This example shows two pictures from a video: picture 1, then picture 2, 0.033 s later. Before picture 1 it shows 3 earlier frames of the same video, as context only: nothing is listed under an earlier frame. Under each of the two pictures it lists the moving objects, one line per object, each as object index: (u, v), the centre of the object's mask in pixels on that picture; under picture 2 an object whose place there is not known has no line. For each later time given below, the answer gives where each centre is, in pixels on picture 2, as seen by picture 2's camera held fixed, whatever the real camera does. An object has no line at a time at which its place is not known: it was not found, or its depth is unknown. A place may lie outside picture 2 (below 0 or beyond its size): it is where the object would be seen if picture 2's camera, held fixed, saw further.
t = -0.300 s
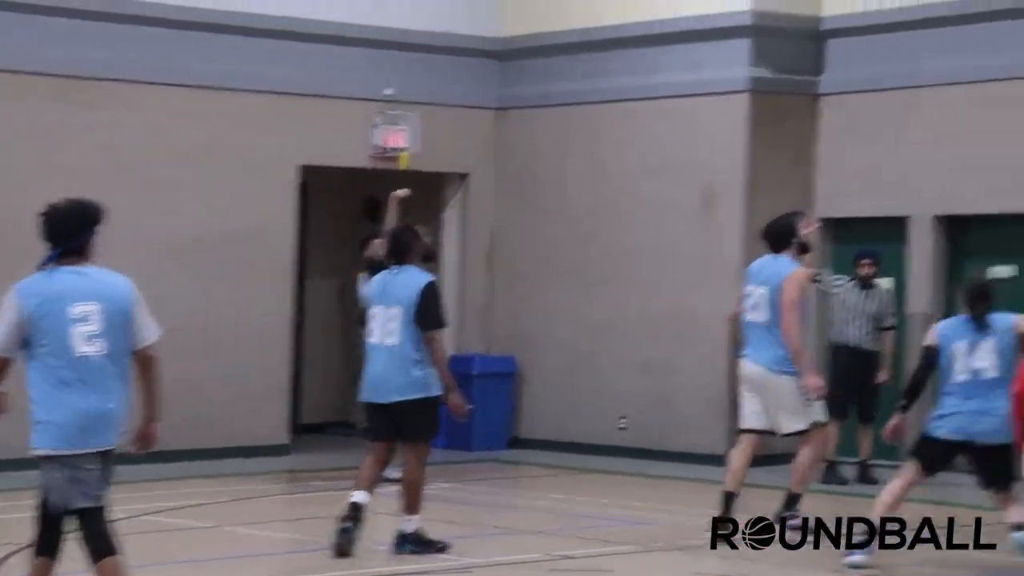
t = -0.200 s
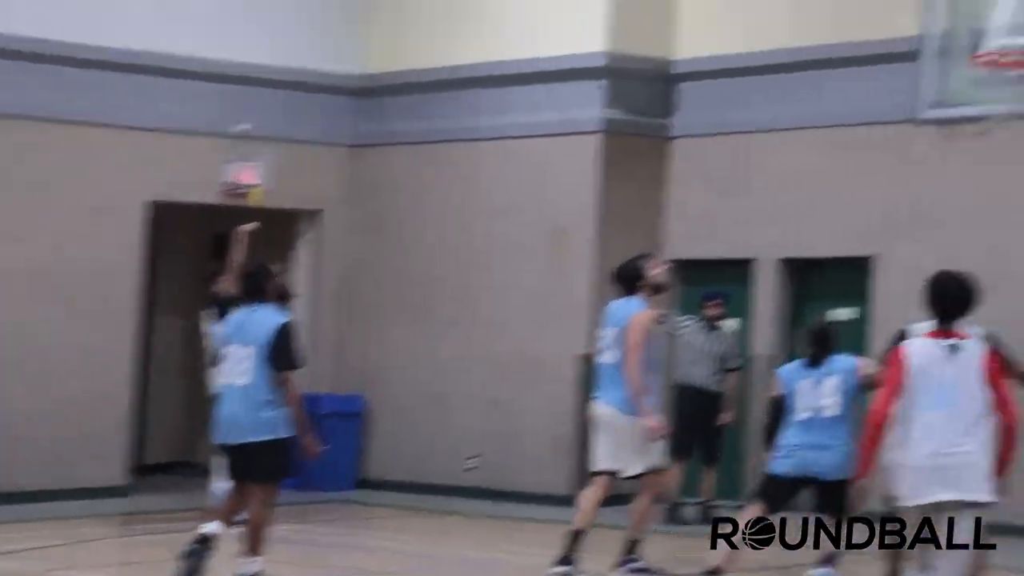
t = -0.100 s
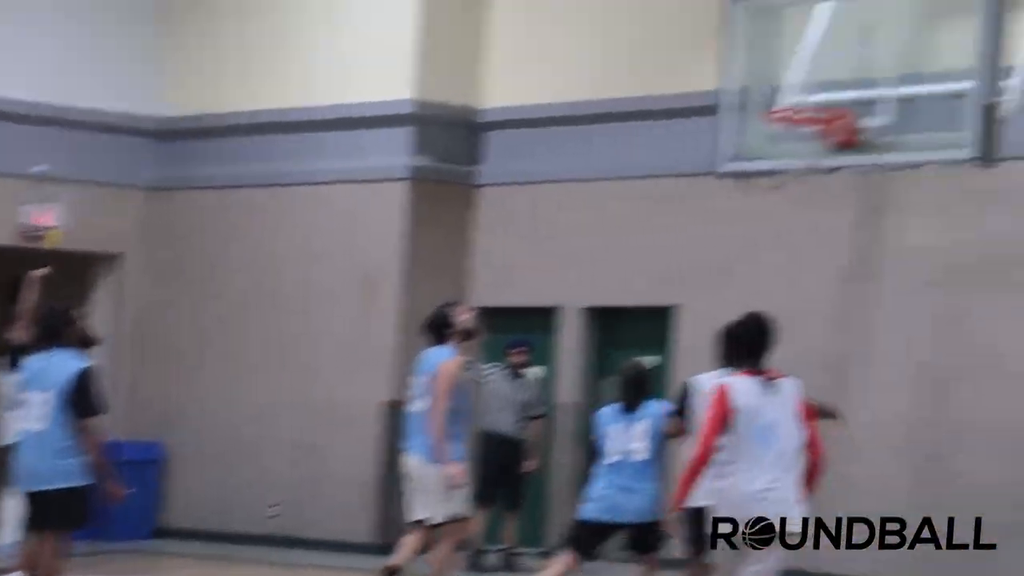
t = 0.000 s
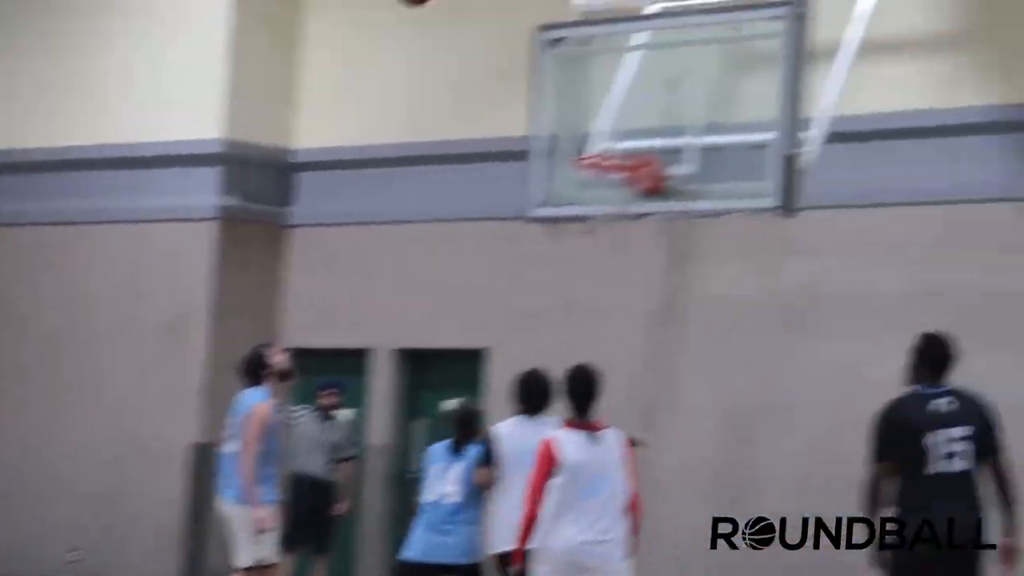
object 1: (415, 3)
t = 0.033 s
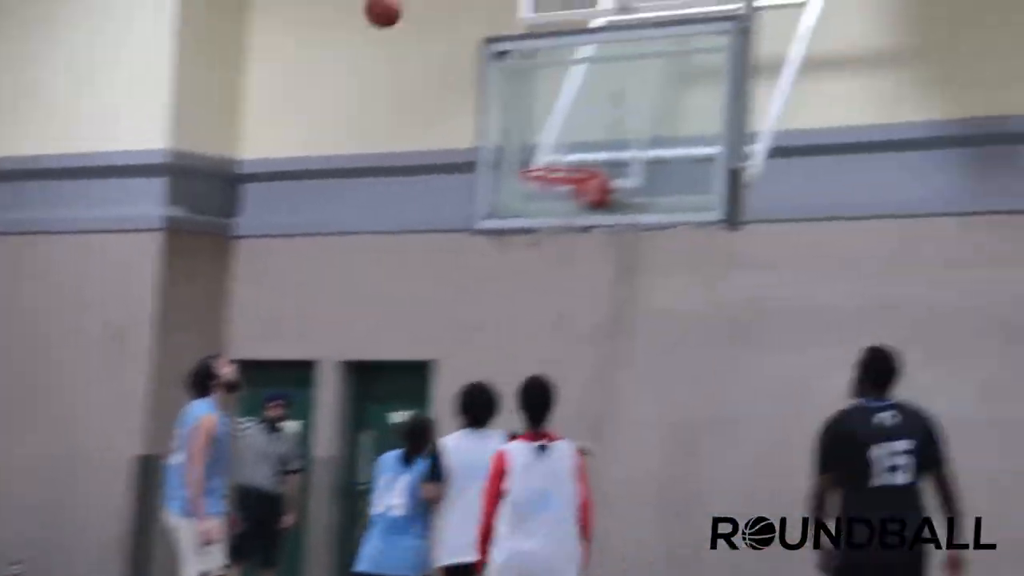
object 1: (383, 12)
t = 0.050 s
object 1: (389, 14)
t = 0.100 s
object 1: (409, 34)
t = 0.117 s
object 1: (416, 43)
